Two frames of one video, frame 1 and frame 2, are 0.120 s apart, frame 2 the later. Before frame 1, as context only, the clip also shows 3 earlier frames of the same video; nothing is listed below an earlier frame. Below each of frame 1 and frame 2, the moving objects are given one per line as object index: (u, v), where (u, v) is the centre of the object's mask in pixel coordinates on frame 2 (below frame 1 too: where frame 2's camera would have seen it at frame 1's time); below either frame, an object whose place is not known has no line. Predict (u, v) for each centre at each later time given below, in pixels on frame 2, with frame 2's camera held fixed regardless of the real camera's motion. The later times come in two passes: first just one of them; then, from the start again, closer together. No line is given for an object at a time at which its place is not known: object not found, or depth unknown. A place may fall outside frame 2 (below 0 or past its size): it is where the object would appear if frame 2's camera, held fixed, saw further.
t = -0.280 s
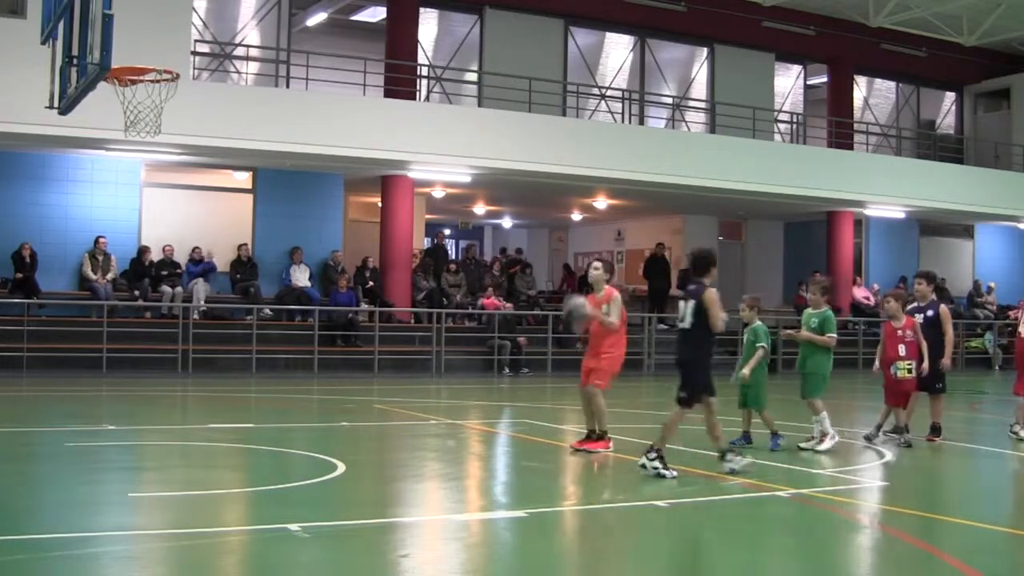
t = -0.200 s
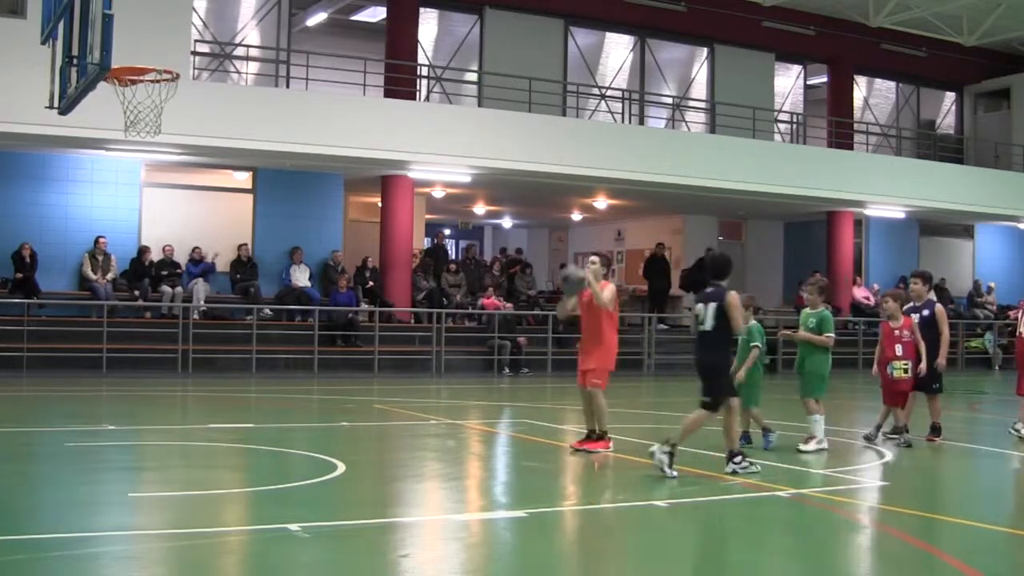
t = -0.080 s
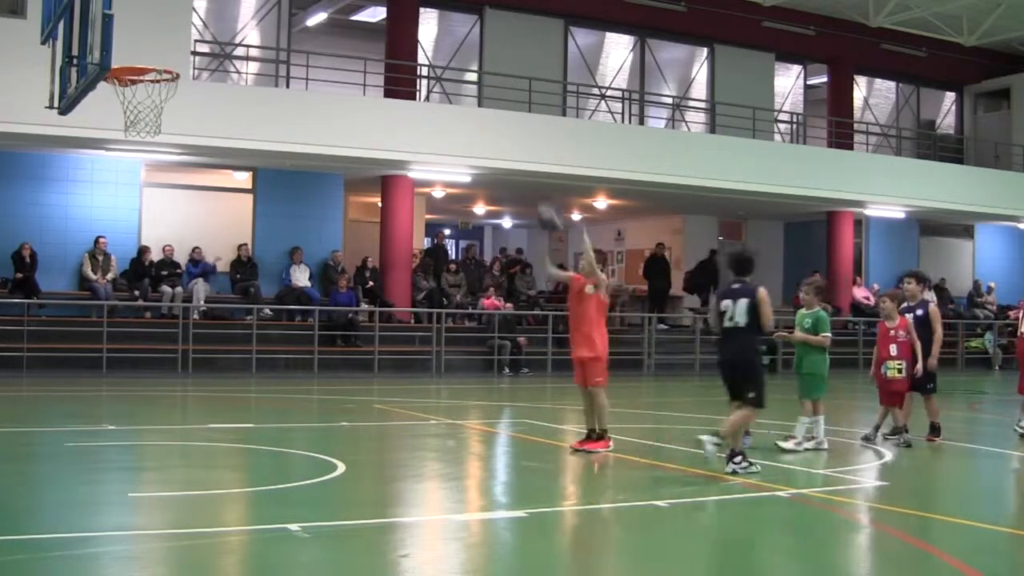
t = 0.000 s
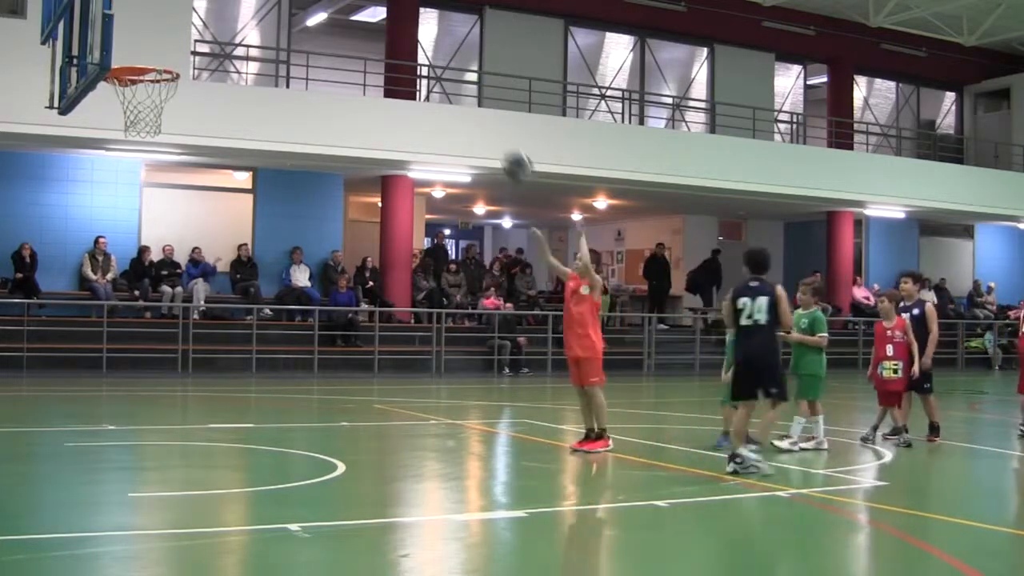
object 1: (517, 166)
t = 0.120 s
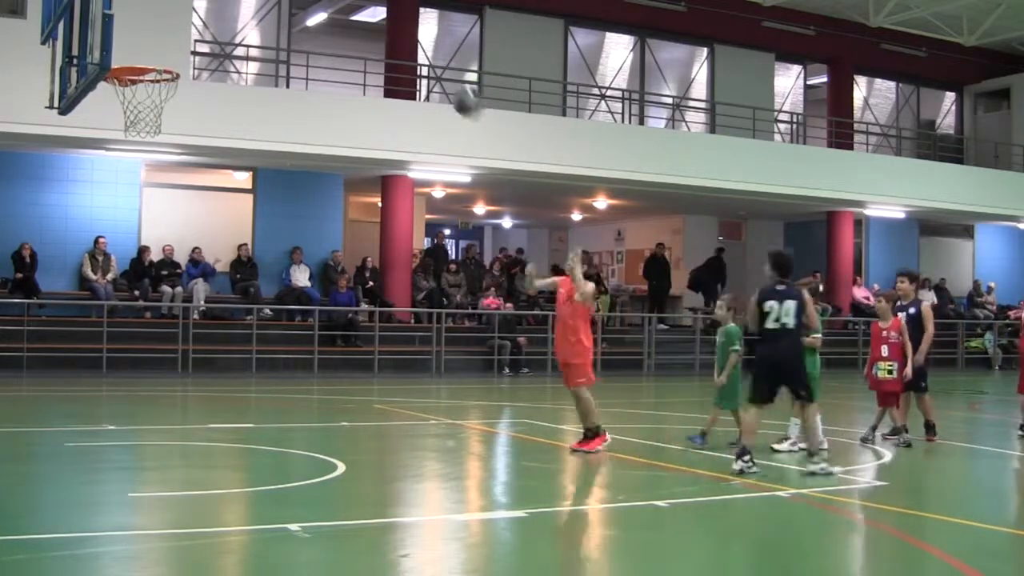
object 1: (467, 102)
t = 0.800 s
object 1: (140, 83)
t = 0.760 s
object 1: (161, 58)
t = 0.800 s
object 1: (140, 83)
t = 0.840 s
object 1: (124, 90)
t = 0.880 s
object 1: (119, 101)
